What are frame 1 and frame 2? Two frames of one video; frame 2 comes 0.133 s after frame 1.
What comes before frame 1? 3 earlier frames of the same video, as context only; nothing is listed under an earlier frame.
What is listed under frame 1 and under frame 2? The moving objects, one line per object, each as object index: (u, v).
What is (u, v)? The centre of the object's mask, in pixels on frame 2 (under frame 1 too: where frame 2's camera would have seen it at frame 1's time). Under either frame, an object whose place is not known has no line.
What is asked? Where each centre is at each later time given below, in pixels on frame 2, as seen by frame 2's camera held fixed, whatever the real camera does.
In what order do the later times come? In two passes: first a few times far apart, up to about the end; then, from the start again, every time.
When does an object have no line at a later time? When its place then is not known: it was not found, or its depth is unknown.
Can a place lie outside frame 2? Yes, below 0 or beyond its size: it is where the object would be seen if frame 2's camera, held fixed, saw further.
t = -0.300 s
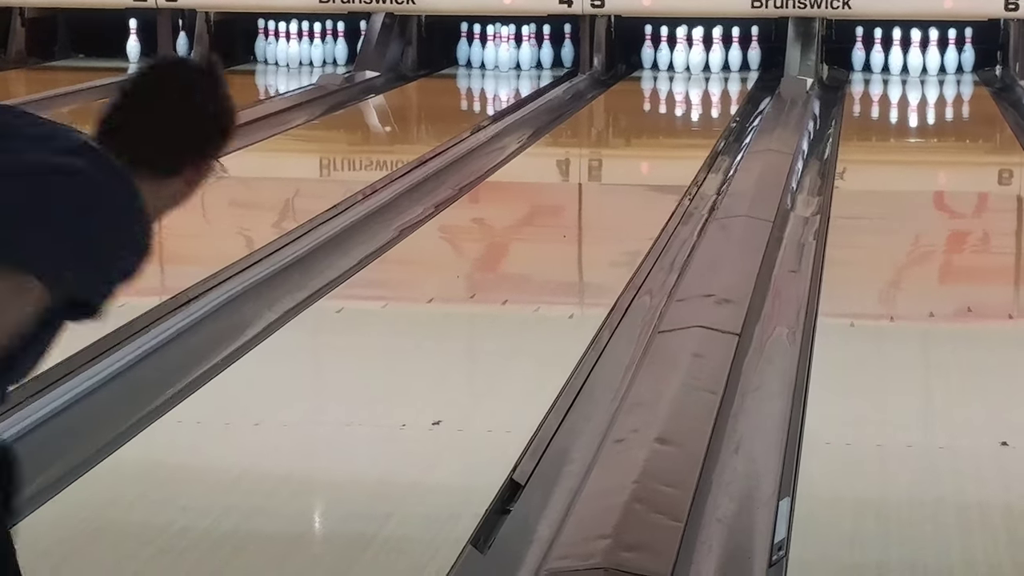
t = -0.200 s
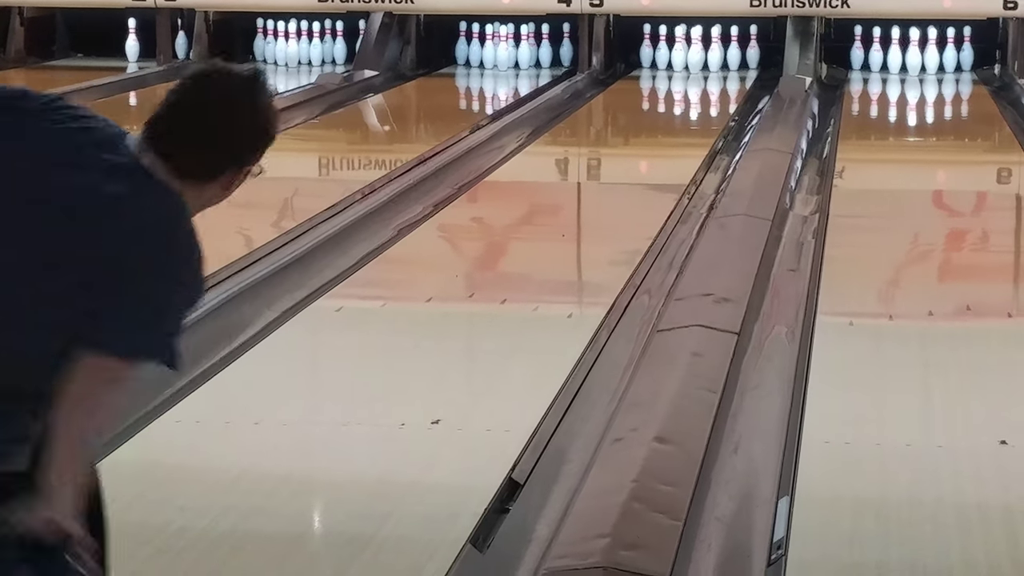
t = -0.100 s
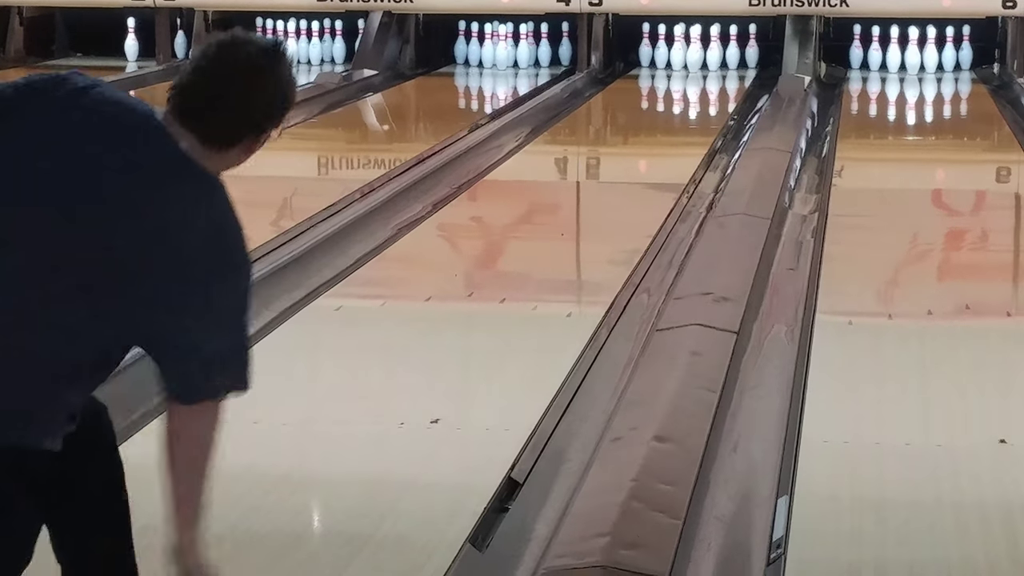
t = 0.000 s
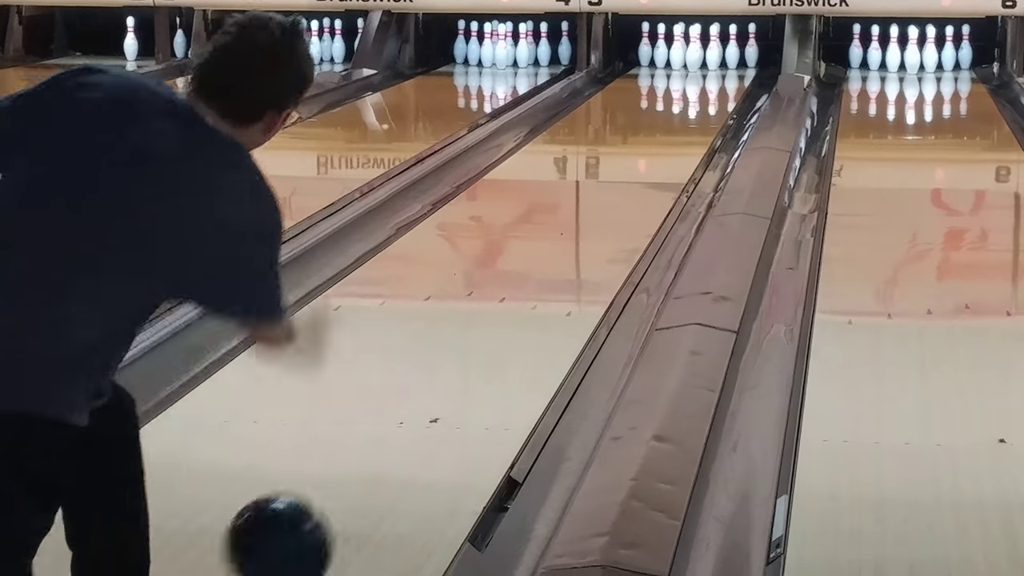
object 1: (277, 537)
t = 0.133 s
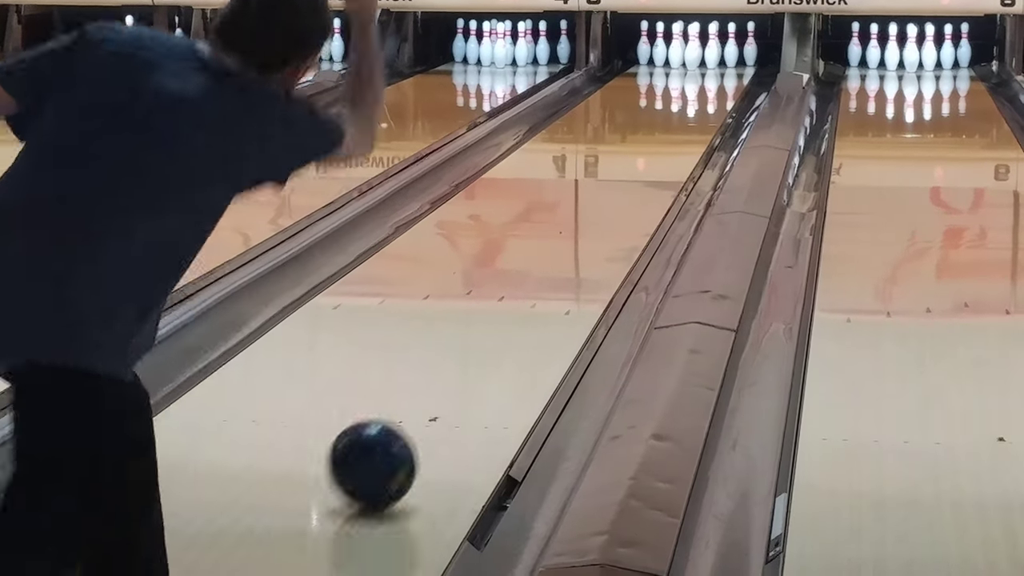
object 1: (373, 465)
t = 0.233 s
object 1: (425, 404)
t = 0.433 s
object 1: (501, 315)
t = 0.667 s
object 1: (561, 245)
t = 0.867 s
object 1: (597, 202)
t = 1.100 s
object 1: (627, 164)
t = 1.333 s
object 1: (651, 134)
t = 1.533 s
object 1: (666, 113)
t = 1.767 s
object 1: (679, 93)
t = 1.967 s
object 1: (687, 79)
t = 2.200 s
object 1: (691, 66)
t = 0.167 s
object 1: (391, 443)
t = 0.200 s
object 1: (409, 422)
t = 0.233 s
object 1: (425, 404)
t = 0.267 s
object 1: (440, 386)
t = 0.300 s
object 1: (454, 370)
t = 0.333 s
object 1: (467, 355)
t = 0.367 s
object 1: (479, 341)
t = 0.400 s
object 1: (490, 328)
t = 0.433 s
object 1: (501, 315)
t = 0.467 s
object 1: (511, 303)
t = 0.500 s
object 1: (521, 291)
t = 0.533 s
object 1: (530, 281)
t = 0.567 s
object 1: (538, 271)
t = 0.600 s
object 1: (546, 262)
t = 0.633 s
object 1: (554, 253)
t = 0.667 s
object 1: (561, 245)
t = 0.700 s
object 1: (568, 237)
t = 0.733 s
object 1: (574, 230)
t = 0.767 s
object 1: (580, 222)
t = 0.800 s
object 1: (586, 216)
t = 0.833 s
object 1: (591, 209)
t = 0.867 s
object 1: (597, 202)
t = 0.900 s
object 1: (601, 196)
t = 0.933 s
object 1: (607, 190)
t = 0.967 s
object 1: (611, 184)
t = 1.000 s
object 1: (615, 179)
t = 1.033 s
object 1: (619, 174)
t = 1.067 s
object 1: (623, 168)
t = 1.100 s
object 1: (627, 164)
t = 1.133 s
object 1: (631, 159)
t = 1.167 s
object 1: (635, 154)
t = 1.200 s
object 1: (638, 150)
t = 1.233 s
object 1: (642, 146)
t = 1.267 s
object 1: (645, 142)
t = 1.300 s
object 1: (648, 138)
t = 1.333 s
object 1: (651, 134)
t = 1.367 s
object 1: (654, 130)
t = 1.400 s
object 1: (656, 126)
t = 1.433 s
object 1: (659, 123)
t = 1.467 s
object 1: (661, 120)
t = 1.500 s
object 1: (664, 116)
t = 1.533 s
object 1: (666, 113)
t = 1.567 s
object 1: (668, 110)
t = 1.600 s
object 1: (670, 107)
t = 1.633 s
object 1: (672, 104)
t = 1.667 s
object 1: (674, 101)
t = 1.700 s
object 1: (676, 99)
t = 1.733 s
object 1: (678, 96)
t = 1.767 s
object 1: (679, 93)
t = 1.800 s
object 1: (681, 91)
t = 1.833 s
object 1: (682, 88)
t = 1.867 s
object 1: (684, 86)
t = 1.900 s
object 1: (685, 84)
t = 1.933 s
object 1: (686, 82)
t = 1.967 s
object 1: (687, 79)
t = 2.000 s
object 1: (688, 77)
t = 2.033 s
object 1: (689, 75)
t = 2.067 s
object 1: (689, 73)
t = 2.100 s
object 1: (690, 71)
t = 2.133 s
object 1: (691, 70)
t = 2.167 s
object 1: (691, 68)
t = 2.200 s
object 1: (691, 66)
